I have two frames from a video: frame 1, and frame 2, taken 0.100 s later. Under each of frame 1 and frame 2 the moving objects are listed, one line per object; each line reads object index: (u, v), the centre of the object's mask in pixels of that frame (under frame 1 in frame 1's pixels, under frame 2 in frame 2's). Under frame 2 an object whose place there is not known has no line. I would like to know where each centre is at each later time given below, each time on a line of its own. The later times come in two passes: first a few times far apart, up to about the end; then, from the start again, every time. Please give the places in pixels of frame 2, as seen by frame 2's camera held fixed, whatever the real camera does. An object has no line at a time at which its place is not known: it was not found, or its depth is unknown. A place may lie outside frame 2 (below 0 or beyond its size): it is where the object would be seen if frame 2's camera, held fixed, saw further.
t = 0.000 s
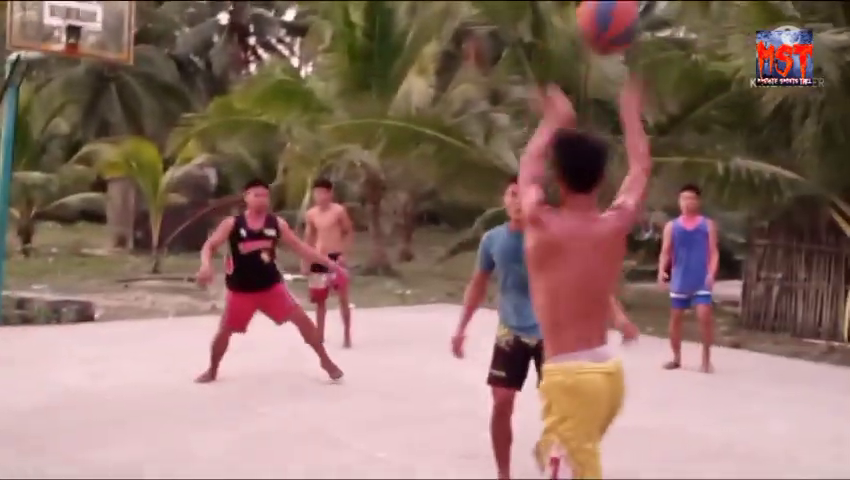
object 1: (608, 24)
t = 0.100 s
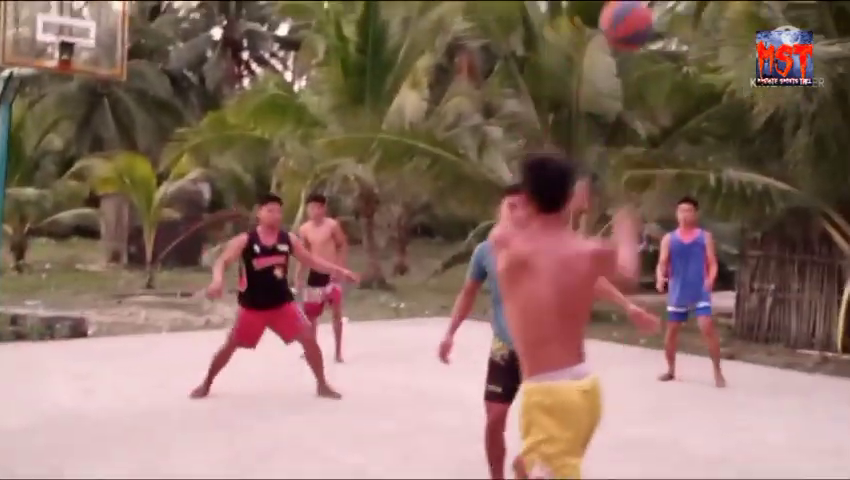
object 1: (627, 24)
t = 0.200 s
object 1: (645, 36)
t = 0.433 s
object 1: (671, 106)
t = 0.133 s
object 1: (633, 27)
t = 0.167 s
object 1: (639, 31)
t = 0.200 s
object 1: (645, 36)
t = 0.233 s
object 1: (650, 42)
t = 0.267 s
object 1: (654, 50)
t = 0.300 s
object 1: (658, 59)
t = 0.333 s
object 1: (661, 69)
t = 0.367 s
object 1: (665, 81)
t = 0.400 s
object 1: (668, 91)
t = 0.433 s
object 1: (671, 106)
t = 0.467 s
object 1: (673, 117)
